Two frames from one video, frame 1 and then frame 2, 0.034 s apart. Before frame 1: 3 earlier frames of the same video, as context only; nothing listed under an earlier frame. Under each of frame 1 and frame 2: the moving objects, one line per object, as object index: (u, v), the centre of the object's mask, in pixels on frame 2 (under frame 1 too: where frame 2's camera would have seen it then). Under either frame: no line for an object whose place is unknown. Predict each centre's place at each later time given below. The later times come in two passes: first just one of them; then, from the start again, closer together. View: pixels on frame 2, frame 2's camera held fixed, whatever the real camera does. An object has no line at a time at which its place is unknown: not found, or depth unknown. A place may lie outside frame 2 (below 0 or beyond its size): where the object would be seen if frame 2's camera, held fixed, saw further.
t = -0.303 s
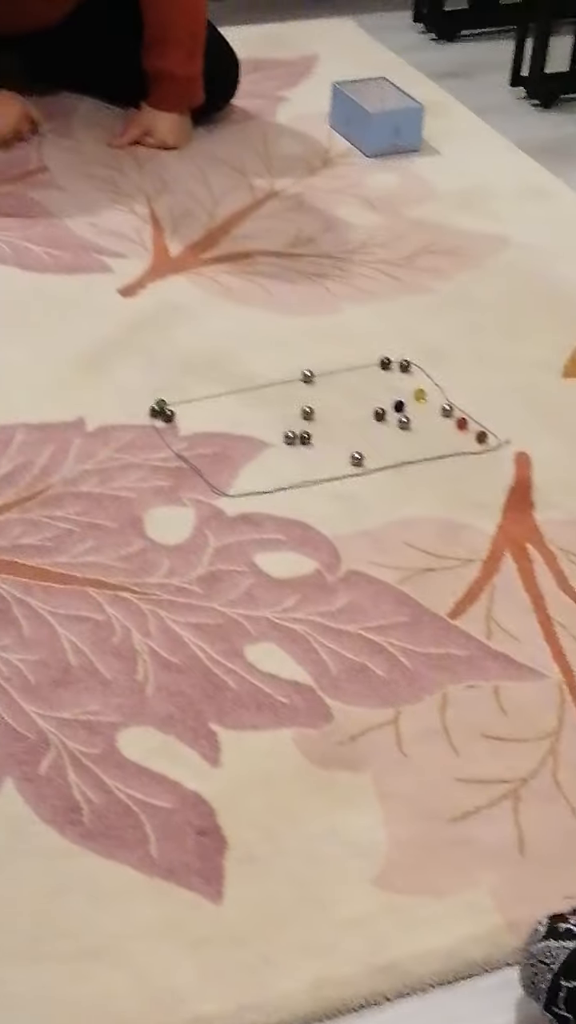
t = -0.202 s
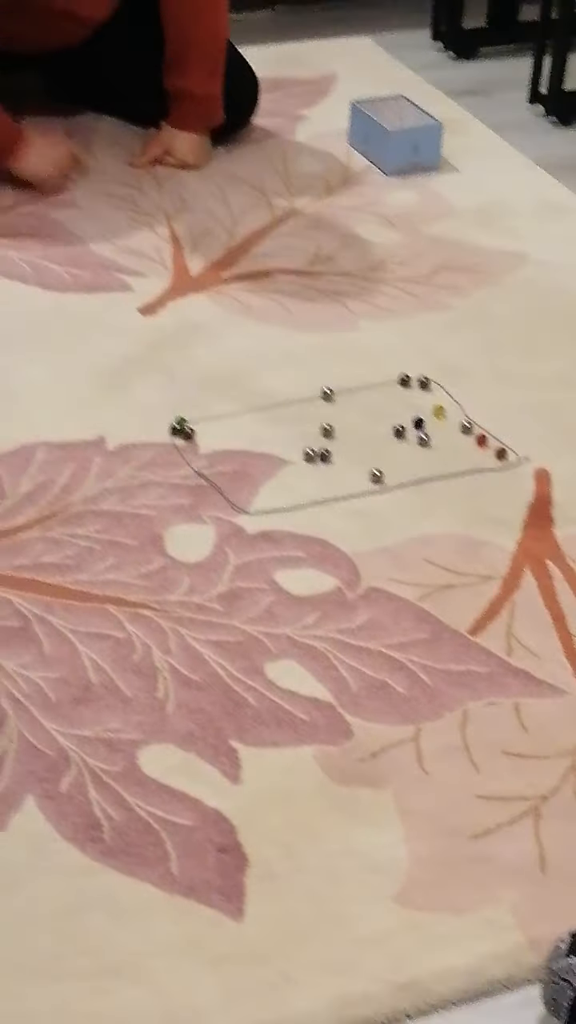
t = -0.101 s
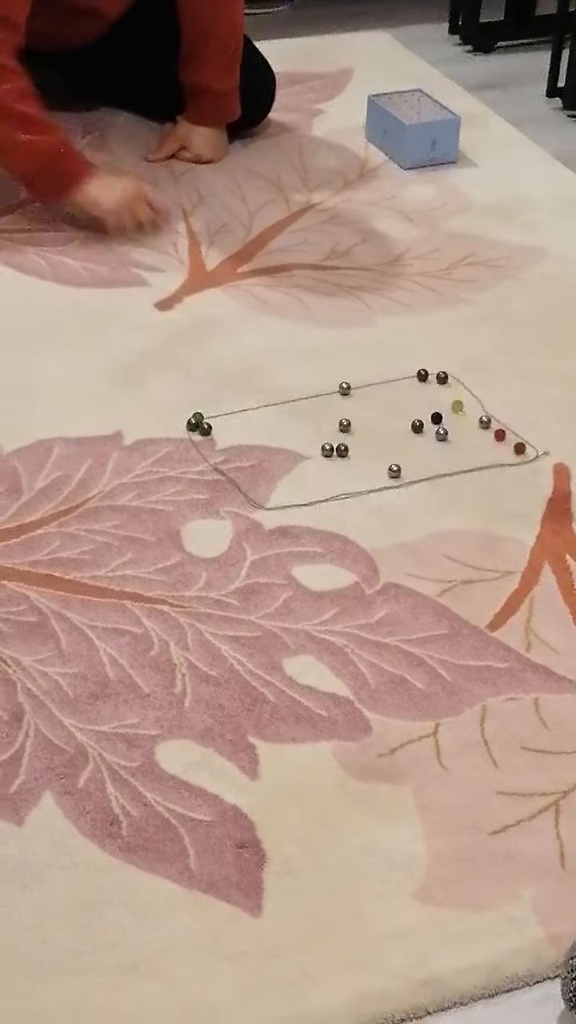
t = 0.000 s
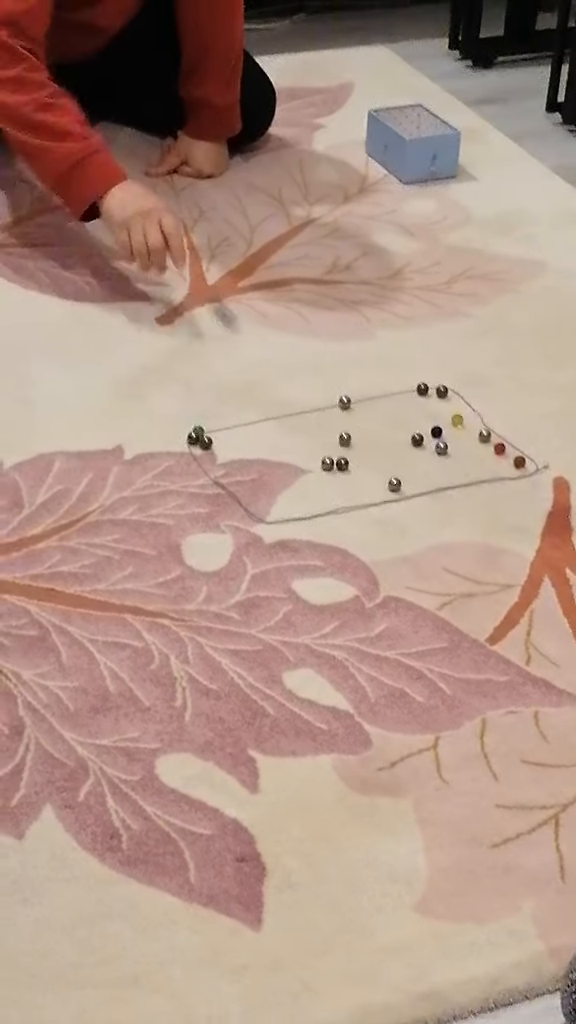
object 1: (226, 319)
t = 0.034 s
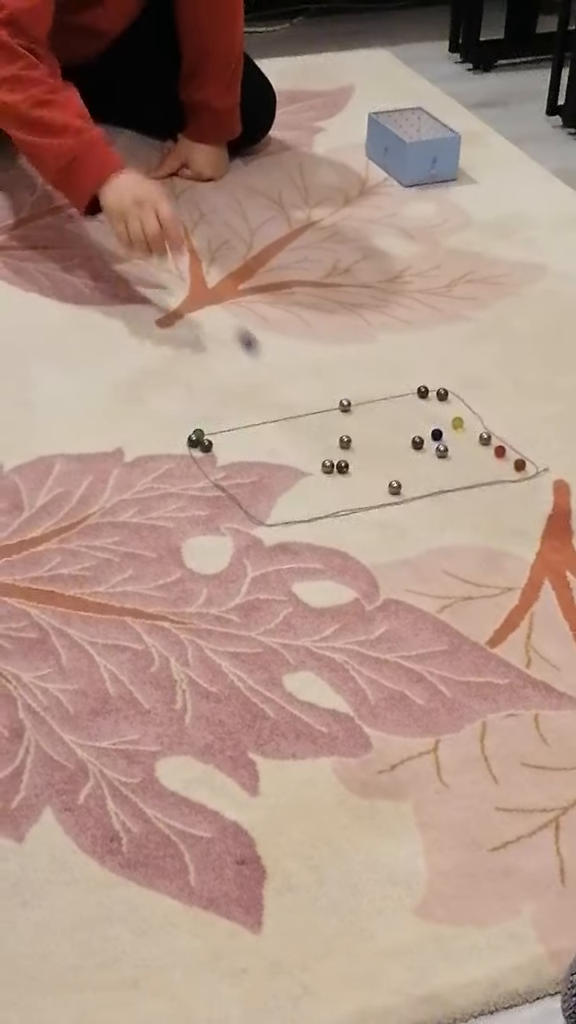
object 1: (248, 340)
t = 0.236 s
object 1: (314, 437)
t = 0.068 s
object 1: (270, 366)
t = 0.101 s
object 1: (290, 384)
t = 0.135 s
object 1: (309, 406)
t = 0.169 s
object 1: (328, 433)
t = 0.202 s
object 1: (322, 432)
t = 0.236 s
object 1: (314, 437)
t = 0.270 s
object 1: (305, 449)
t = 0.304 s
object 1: (295, 474)
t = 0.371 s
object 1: (288, 501)
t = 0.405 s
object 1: (285, 520)
